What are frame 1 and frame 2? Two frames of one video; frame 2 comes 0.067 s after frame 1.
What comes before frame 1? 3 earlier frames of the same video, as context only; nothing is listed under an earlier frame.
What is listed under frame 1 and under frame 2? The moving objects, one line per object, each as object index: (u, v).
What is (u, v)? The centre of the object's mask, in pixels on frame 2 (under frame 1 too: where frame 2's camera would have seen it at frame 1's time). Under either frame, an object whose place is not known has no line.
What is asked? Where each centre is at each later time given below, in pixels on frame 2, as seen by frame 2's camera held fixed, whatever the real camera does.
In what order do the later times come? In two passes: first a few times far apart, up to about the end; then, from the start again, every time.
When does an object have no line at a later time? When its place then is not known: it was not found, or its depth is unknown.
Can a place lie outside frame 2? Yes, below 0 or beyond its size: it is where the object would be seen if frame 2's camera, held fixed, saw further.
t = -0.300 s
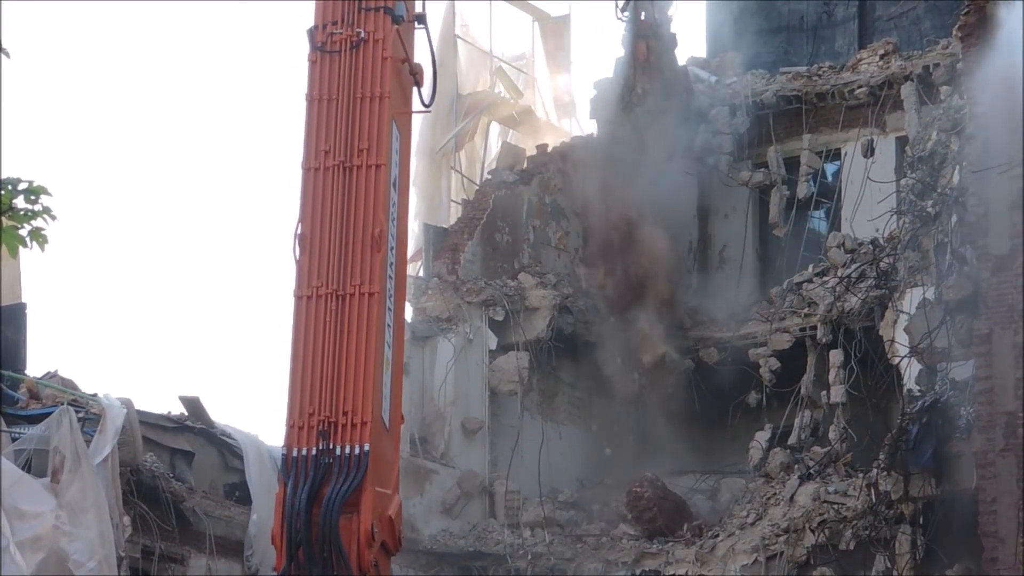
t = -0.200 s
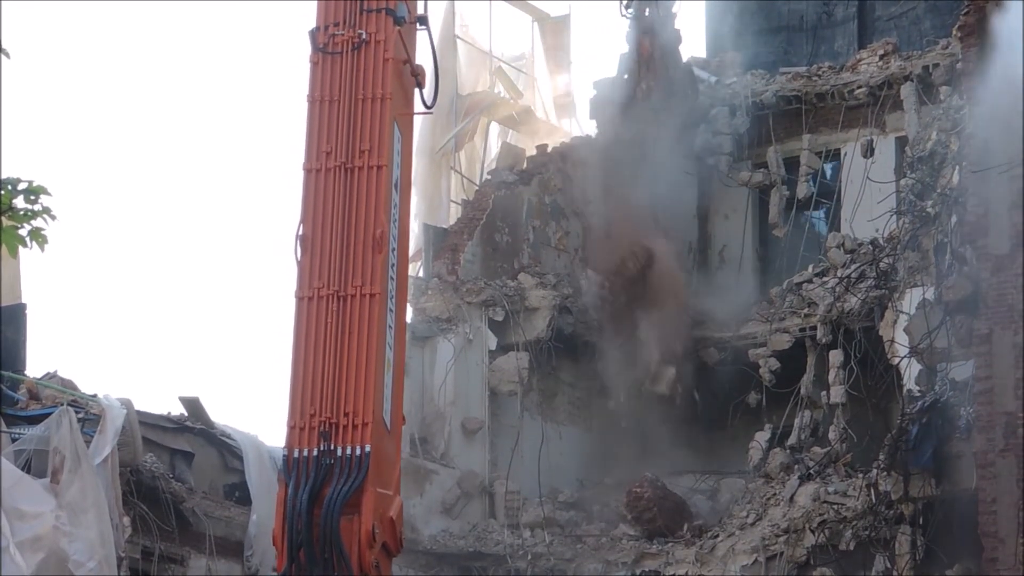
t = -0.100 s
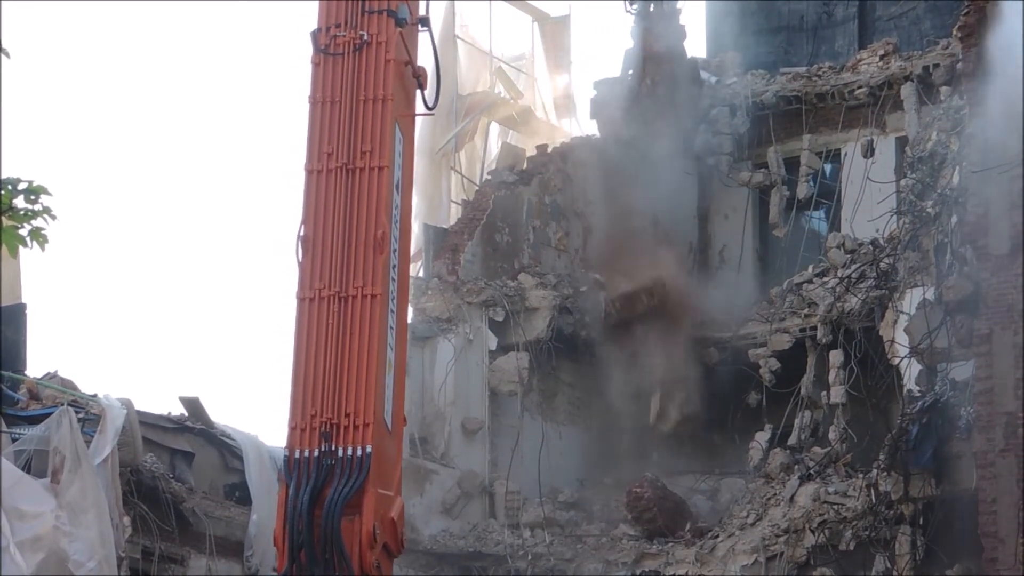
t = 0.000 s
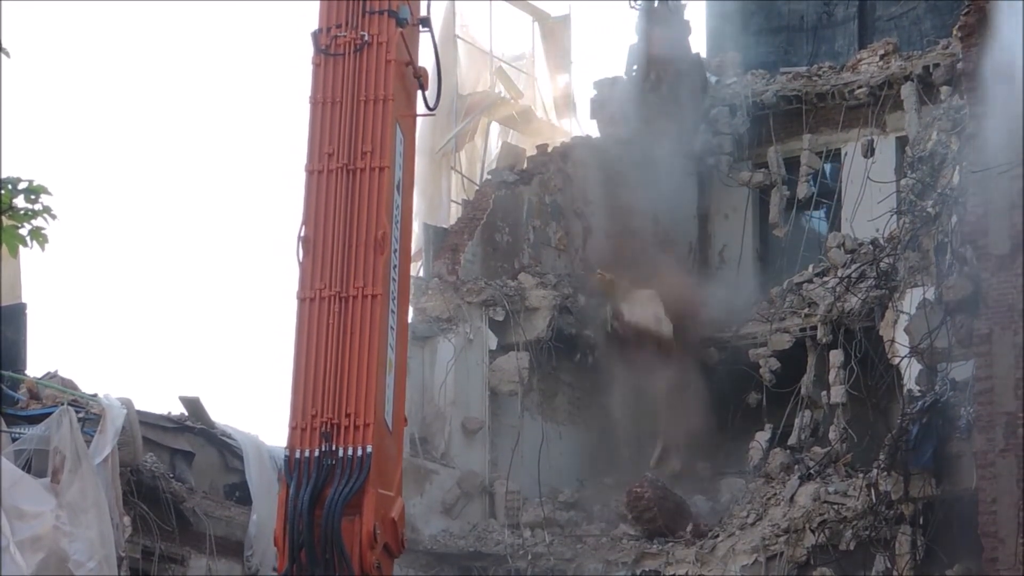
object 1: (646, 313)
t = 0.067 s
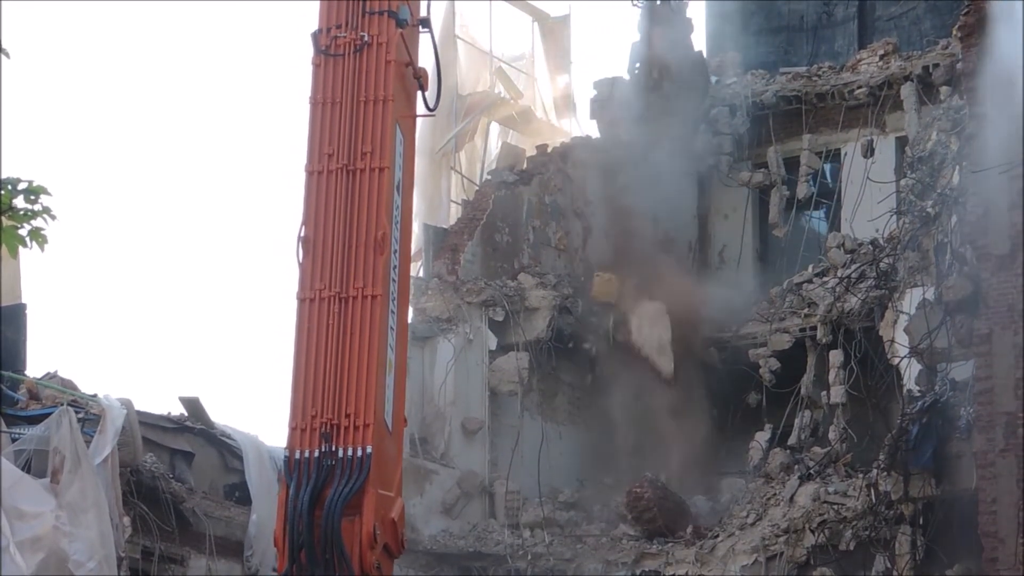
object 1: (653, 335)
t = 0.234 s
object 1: (666, 404)
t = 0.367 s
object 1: (677, 465)
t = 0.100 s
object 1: (656, 347)
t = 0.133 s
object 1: (659, 361)
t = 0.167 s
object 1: (662, 374)
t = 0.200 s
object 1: (664, 388)
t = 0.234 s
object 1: (666, 404)
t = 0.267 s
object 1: (668, 419)
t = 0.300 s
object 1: (670, 434)
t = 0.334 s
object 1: (673, 449)
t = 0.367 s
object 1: (677, 465)
